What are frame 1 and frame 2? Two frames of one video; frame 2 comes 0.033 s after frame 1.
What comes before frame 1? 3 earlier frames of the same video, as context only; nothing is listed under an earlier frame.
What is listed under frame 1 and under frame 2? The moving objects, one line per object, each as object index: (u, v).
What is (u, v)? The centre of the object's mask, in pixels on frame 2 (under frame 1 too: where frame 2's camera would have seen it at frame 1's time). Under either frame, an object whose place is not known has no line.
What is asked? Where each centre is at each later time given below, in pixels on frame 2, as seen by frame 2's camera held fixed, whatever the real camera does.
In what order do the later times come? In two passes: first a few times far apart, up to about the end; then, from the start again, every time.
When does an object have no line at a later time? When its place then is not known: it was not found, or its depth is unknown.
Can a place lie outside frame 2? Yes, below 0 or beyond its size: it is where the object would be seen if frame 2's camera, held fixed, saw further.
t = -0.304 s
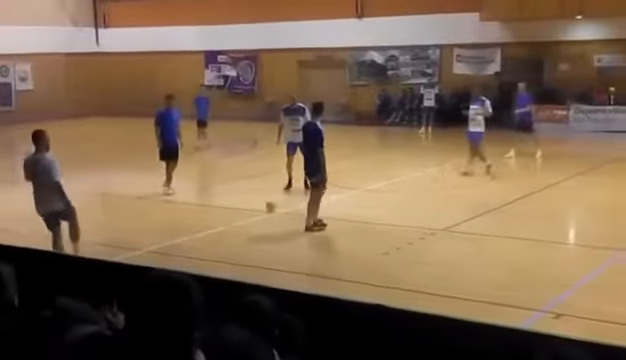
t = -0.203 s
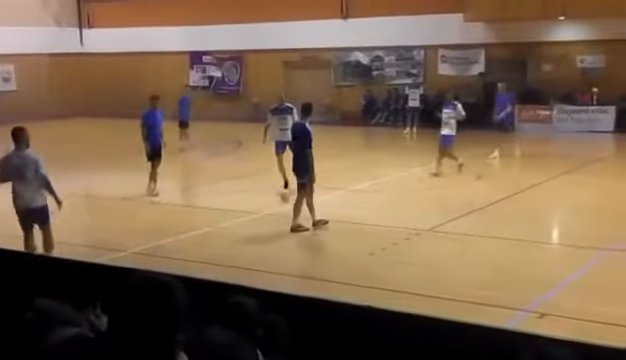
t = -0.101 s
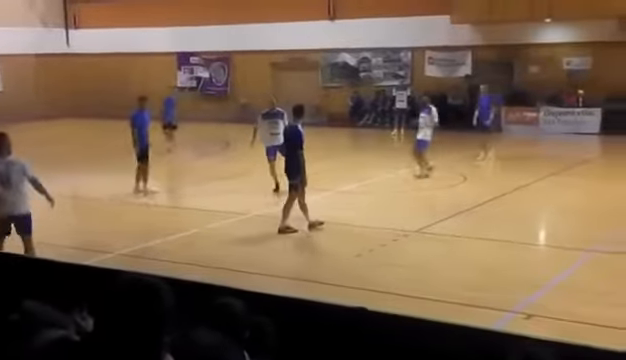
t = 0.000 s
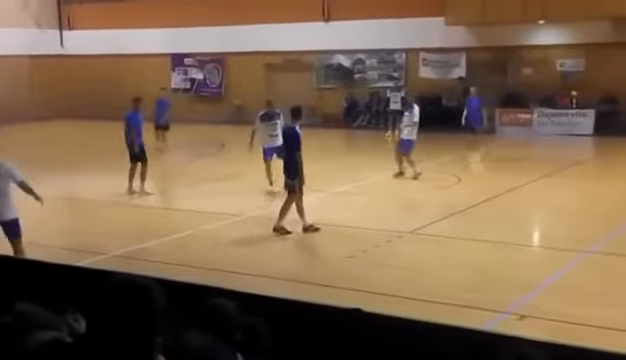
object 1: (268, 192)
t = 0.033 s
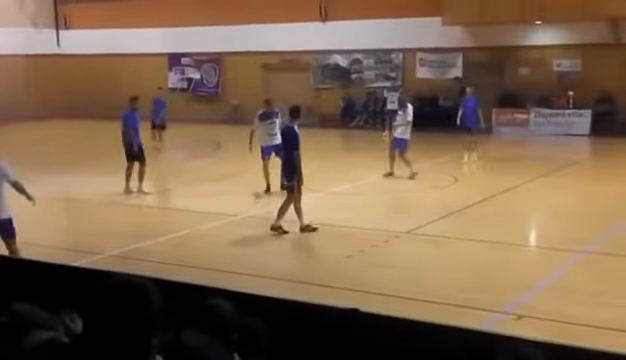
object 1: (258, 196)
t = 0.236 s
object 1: (197, 213)
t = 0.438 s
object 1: (137, 227)
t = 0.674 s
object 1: (70, 242)
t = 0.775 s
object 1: (40, 250)
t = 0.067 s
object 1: (248, 199)
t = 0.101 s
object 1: (237, 203)
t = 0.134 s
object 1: (227, 205)
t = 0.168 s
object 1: (217, 207)
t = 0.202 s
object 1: (208, 209)
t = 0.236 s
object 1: (197, 213)
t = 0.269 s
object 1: (188, 215)
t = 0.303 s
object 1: (178, 217)
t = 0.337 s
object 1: (167, 220)
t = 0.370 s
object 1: (157, 223)
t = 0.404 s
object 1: (147, 226)
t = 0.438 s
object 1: (137, 227)
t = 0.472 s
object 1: (128, 229)
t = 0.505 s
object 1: (118, 232)
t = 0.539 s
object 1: (109, 234)
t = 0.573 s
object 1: (99, 236)
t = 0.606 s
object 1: (90, 238)
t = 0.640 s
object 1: (80, 241)
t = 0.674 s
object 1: (70, 242)
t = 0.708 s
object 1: (61, 244)
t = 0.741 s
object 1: (51, 247)
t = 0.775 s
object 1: (40, 250)
